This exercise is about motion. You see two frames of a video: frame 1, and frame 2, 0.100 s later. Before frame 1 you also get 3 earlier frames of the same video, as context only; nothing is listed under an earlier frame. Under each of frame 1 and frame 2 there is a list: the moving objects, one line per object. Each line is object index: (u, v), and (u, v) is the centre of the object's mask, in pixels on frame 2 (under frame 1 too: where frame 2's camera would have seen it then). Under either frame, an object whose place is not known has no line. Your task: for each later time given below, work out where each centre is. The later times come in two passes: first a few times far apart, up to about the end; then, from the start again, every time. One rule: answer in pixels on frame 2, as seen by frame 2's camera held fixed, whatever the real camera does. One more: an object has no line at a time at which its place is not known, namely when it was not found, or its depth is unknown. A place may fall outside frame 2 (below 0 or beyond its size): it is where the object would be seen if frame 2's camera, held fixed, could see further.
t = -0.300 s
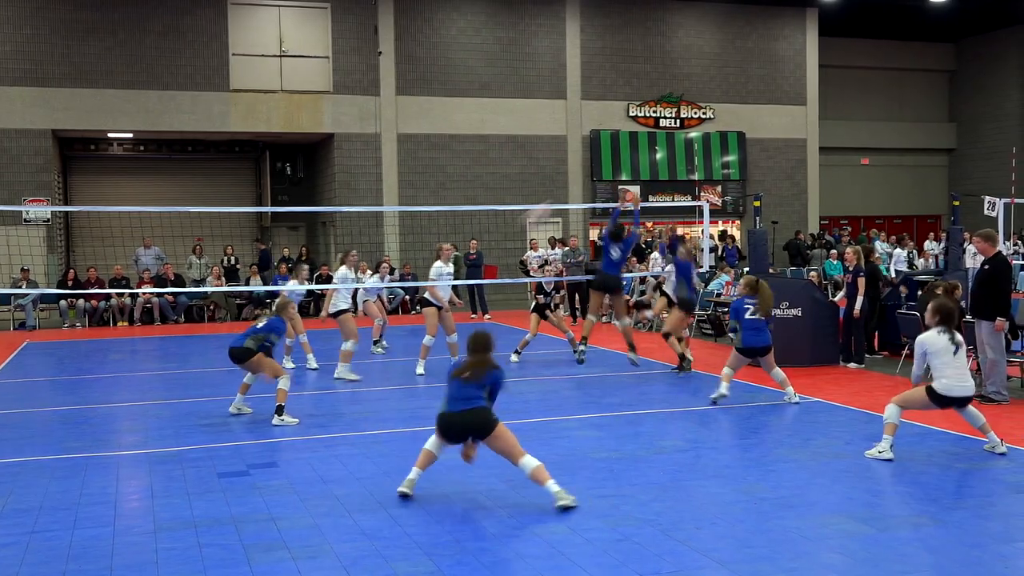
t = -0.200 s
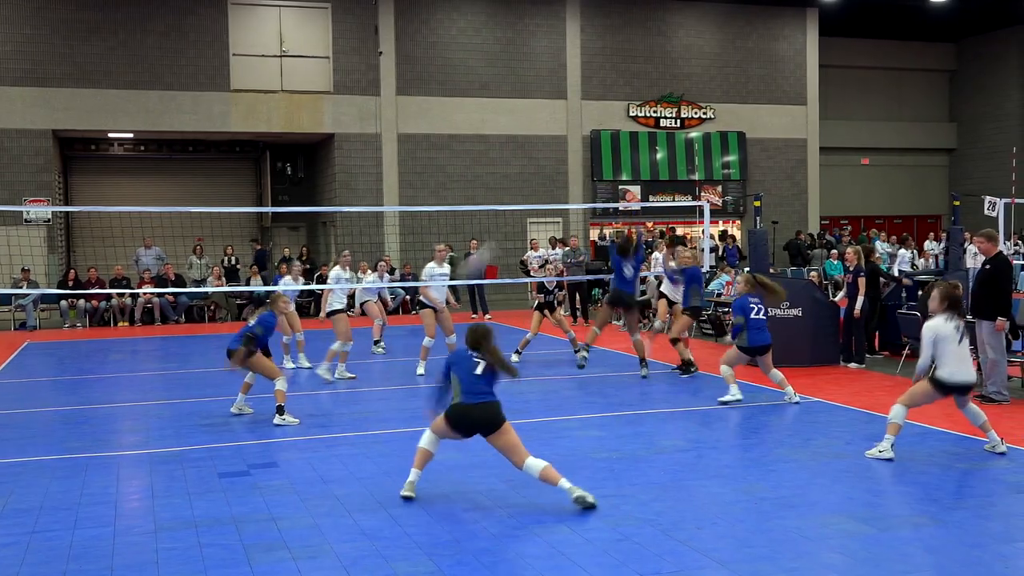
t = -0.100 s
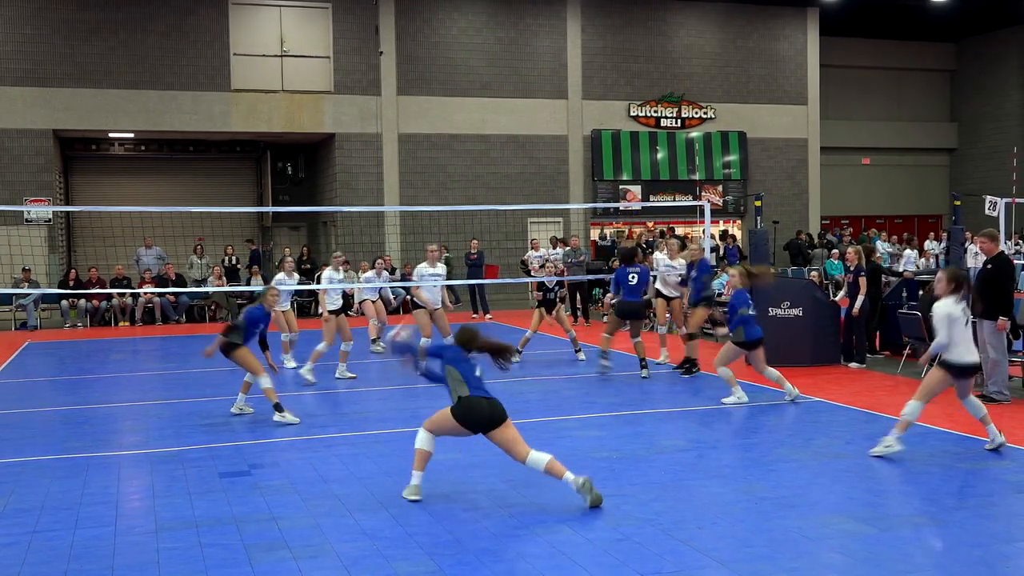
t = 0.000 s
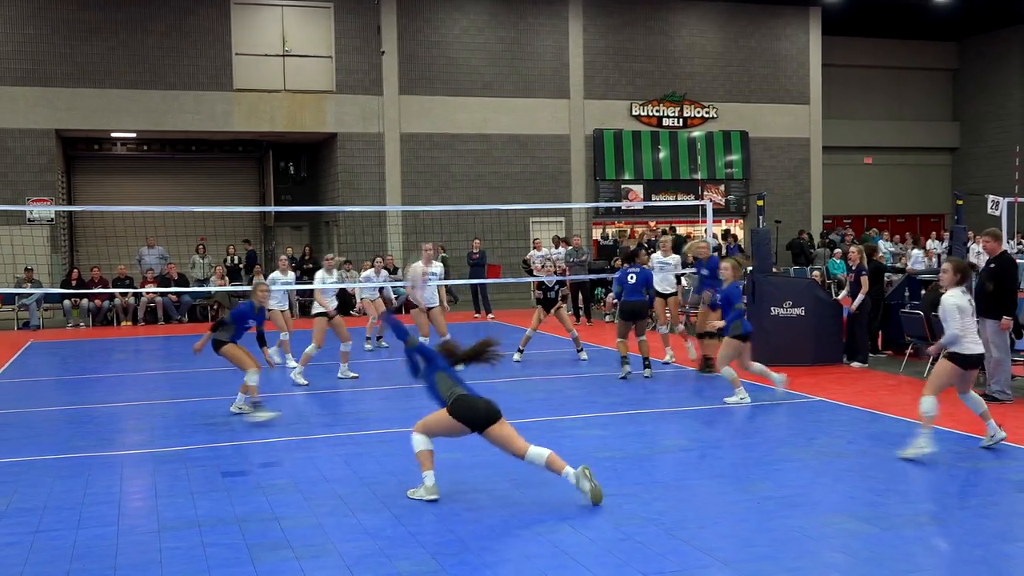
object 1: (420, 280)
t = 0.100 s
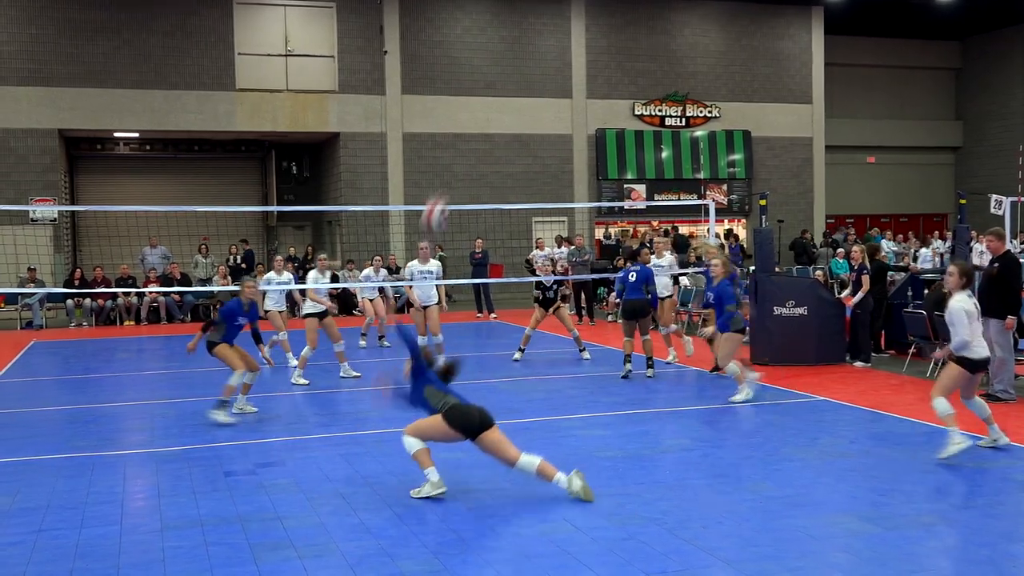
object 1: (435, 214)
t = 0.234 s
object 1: (457, 151)
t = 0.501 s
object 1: (506, 90)
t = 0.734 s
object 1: (547, 111)
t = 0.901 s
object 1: (572, 164)
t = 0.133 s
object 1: (442, 191)
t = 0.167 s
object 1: (447, 177)
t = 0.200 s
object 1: (453, 162)
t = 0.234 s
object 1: (457, 151)
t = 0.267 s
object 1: (464, 137)
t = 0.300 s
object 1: (471, 126)
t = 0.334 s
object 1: (476, 117)
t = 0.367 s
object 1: (482, 109)
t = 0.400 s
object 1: (487, 102)
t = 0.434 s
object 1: (494, 96)
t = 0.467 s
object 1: (499, 93)
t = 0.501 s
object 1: (506, 90)
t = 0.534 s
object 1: (510, 88)
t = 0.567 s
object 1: (516, 89)
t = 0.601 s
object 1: (522, 90)
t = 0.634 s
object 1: (529, 94)
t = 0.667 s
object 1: (535, 98)
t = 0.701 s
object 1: (541, 104)
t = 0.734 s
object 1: (547, 111)
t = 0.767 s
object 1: (551, 119)
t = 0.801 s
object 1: (558, 128)
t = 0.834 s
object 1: (563, 138)
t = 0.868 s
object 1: (568, 149)
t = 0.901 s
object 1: (572, 164)
